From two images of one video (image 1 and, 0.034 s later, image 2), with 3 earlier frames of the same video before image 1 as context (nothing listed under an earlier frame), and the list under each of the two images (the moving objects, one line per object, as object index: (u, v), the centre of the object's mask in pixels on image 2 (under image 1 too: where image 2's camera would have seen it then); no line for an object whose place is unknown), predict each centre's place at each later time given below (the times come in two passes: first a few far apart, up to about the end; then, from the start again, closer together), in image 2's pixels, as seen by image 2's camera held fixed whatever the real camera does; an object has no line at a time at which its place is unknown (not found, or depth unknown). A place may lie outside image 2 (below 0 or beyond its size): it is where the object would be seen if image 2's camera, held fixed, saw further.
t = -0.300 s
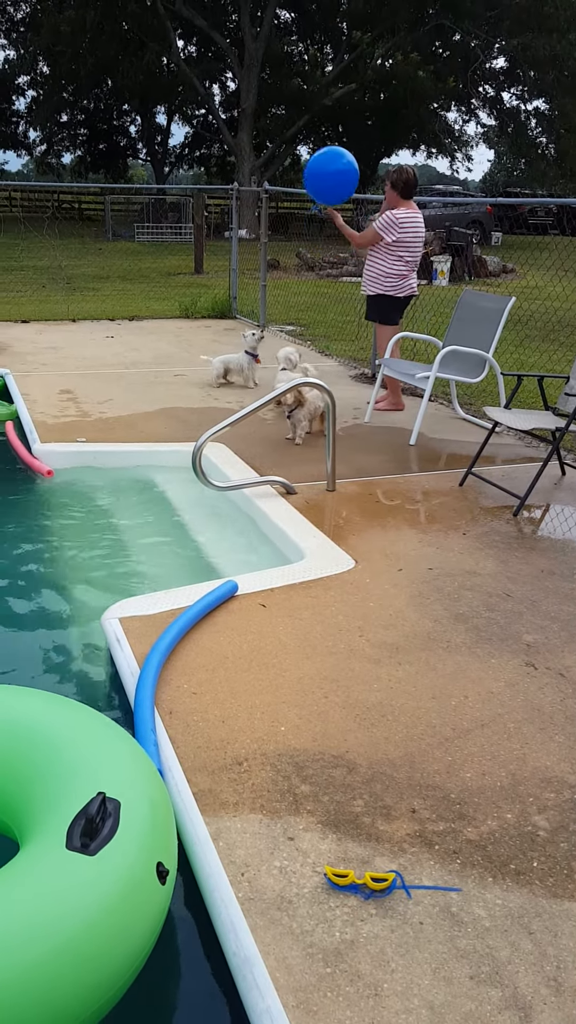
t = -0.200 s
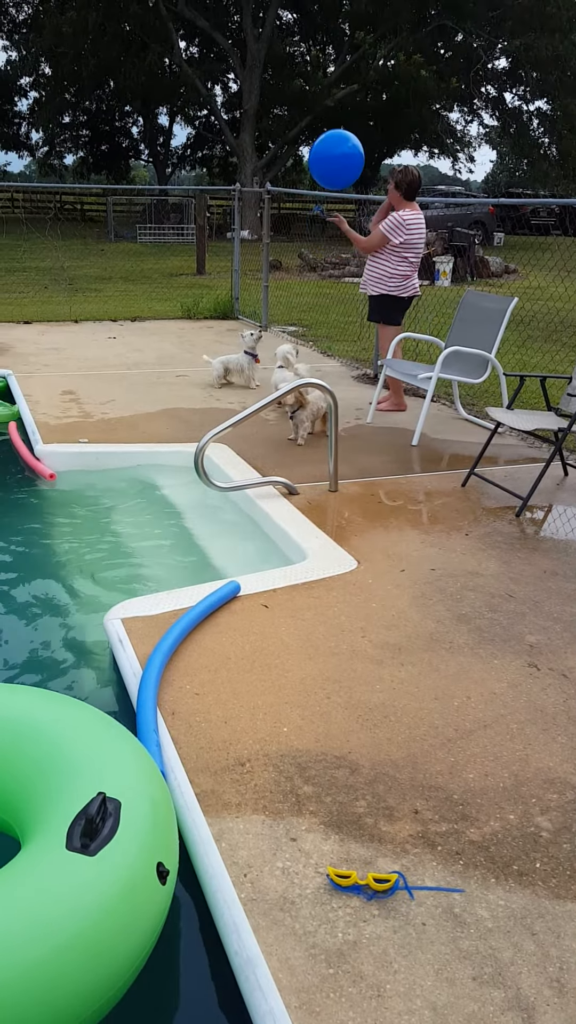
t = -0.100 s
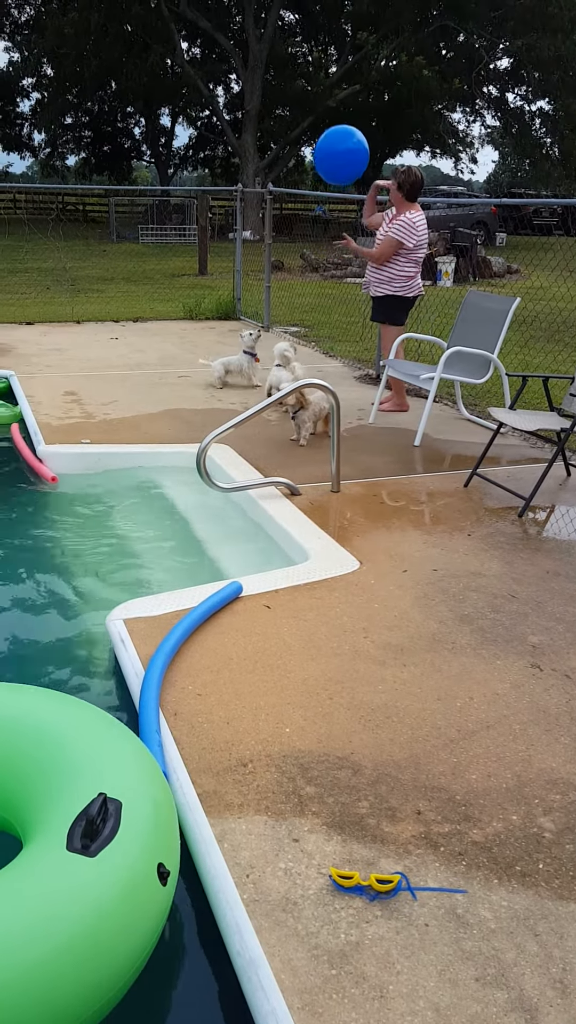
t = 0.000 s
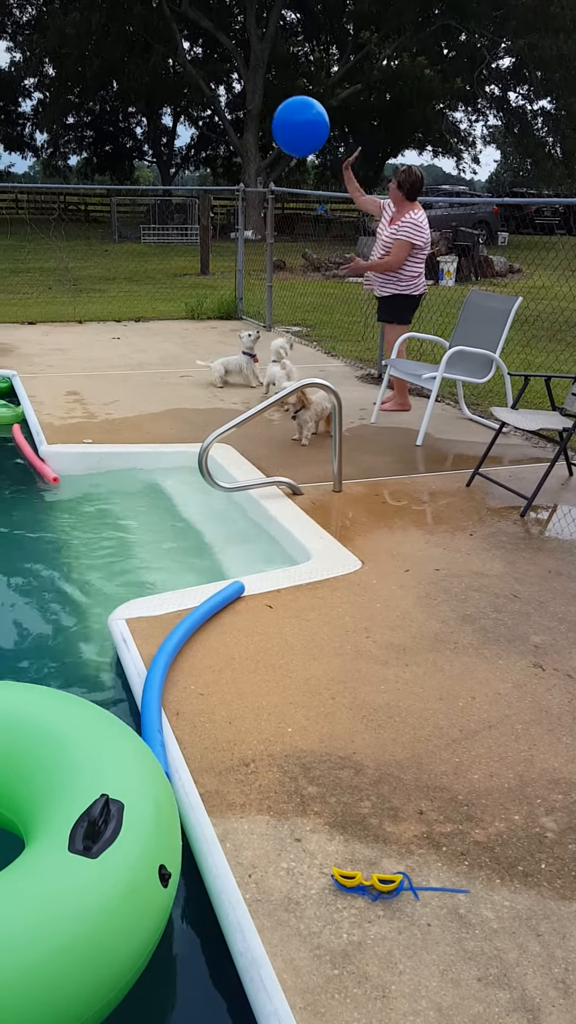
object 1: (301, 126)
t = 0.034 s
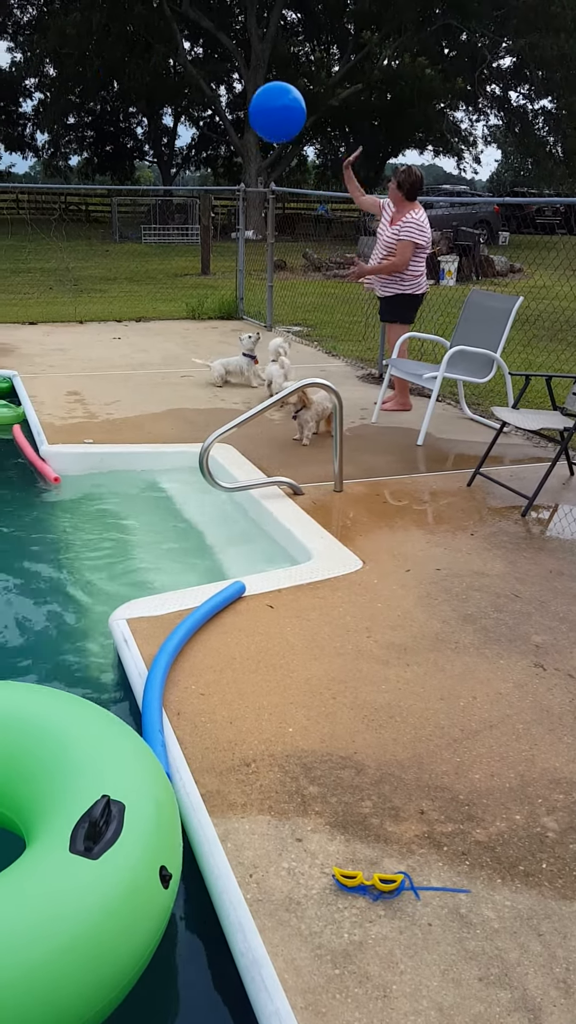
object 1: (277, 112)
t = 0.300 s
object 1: (109, 67)
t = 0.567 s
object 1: (11, 135)
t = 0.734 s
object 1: (-24, 212)
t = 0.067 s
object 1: (254, 100)
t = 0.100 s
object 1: (230, 89)
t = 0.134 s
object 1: (208, 80)
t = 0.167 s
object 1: (186, 73)
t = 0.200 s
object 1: (165, 68)
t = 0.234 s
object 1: (145, 65)
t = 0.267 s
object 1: (126, 65)
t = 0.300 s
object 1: (109, 67)
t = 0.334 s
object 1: (93, 70)
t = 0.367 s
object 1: (78, 76)
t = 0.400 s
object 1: (65, 83)
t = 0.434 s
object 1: (53, 91)
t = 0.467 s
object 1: (41, 100)
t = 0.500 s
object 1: (30, 111)
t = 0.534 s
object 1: (20, 123)
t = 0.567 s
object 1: (11, 135)
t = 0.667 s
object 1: (-12, 178)
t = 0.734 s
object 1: (-24, 212)
